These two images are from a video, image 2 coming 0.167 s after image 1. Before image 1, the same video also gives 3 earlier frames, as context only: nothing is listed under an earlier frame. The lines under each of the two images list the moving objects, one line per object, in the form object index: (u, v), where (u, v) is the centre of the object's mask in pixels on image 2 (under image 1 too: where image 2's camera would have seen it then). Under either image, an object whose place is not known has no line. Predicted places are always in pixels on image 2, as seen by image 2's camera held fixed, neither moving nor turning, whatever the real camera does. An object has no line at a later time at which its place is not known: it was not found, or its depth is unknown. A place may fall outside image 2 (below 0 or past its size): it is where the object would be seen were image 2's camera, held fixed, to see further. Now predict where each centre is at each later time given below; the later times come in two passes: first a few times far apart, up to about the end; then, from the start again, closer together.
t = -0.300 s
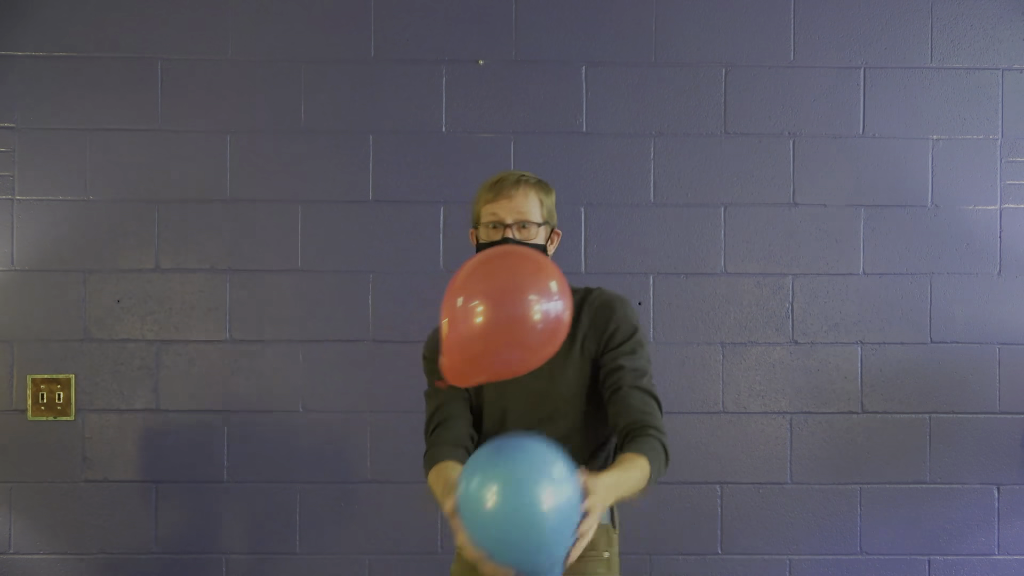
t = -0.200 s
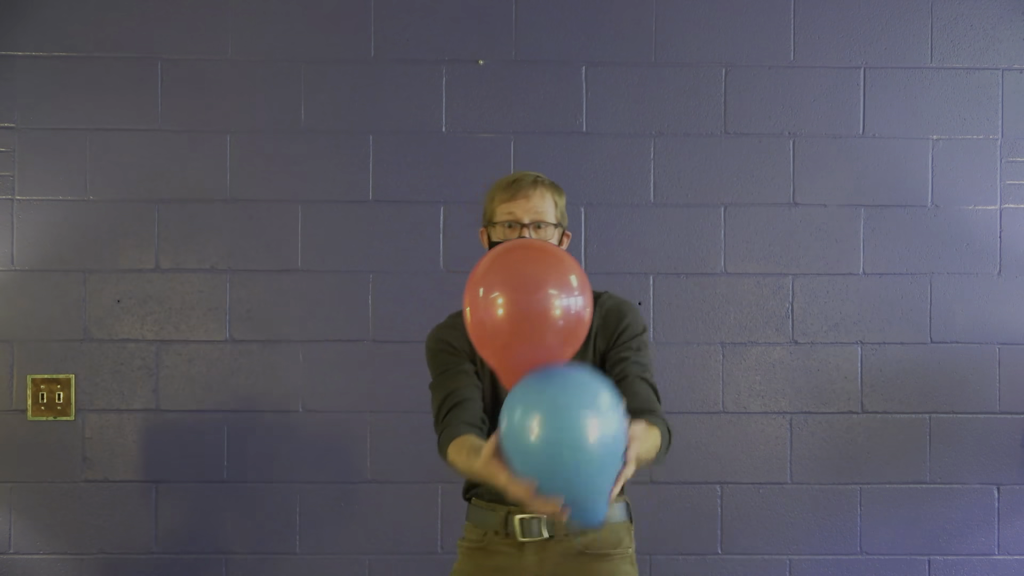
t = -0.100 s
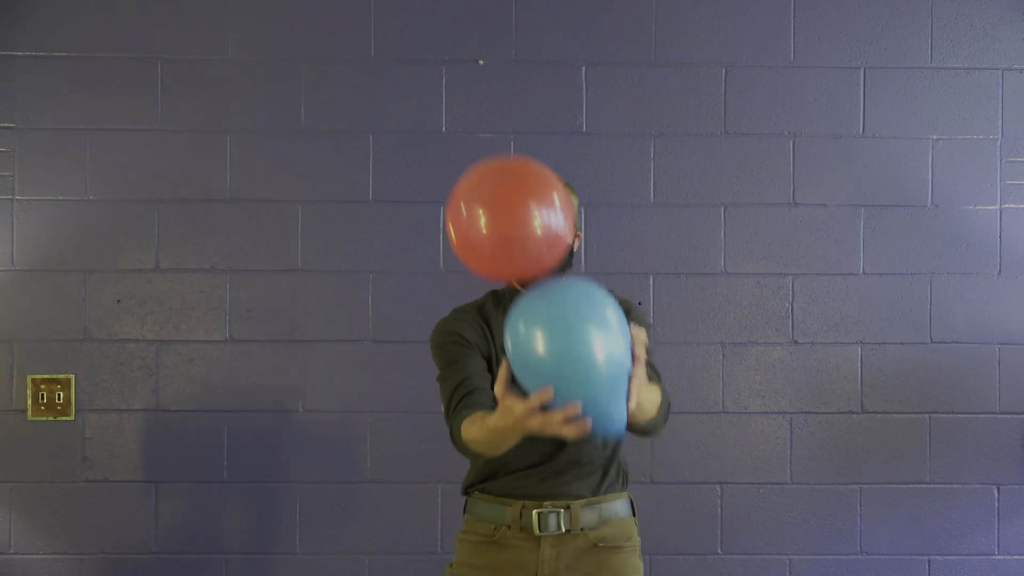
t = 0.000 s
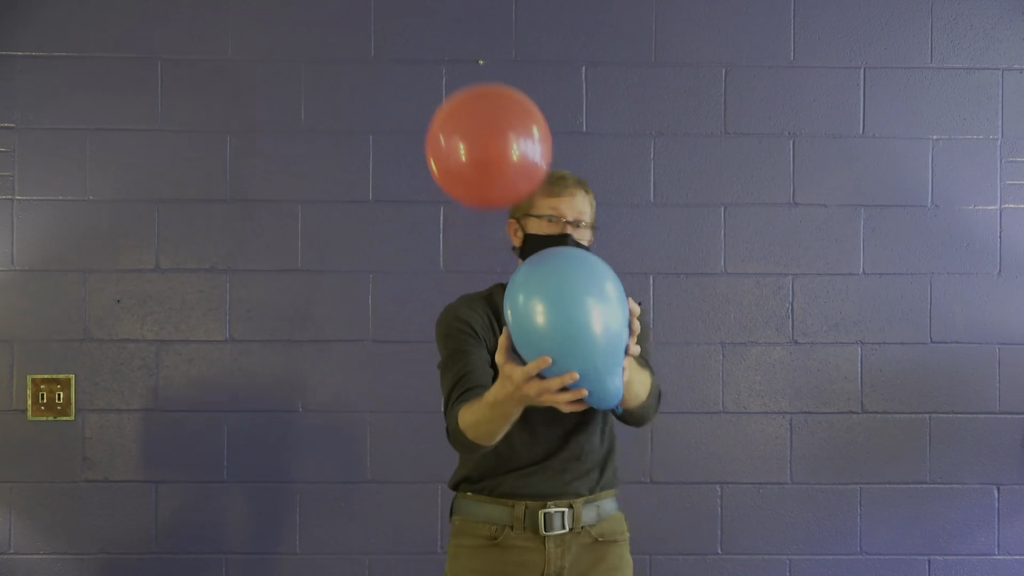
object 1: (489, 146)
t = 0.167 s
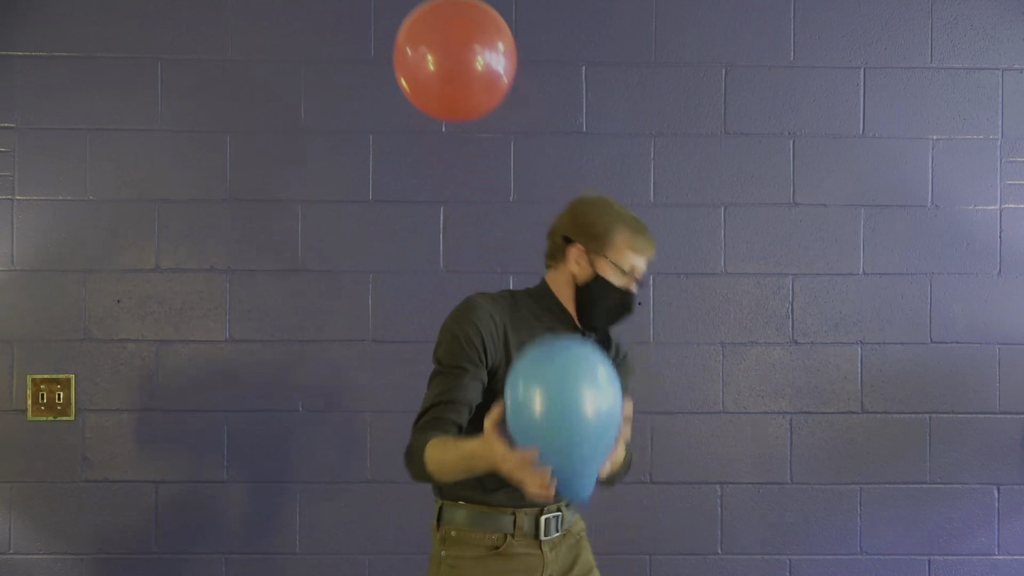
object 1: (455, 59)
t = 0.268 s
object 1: (434, 43)
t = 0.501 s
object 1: (393, 32)
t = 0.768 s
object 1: (358, 34)
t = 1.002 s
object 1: (343, 59)
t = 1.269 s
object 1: (331, 140)
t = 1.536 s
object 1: (321, 253)
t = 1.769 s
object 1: (312, 365)
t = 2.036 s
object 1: (303, 501)
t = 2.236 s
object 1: (297, 559)
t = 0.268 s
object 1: (434, 43)
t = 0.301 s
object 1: (427, 41)
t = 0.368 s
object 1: (416, 39)
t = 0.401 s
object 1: (410, 37)
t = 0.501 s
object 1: (393, 32)
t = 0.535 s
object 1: (388, 31)
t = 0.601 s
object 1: (378, 29)
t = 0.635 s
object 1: (373, 29)
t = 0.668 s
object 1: (368, 29)
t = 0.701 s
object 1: (364, 31)
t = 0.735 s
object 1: (361, 32)
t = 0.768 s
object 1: (358, 34)
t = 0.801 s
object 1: (355, 36)
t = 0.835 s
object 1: (352, 38)
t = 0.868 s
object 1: (350, 42)
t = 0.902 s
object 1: (348, 45)
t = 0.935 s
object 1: (346, 50)
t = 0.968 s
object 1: (345, 54)
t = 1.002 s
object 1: (343, 59)
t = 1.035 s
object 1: (341, 66)
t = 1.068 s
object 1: (340, 75)
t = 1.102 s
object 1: (339, 85)
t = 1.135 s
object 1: (337, 94)
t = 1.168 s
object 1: (335, 105)
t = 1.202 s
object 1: (334, 116)
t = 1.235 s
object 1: (332, 128)
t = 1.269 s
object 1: (331, 140)
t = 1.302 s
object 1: (330, 152)
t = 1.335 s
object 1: (328, 166)
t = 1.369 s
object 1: (327, 179)
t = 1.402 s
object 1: (326, 193)
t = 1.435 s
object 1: (324, 208)
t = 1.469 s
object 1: (323, 222)
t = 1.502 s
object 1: (322, 238)
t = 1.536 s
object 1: (321, 253)
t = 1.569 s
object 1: (320, 269)
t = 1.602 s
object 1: (318, 284)
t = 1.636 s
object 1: (317, 300)
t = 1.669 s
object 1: (316, 316)
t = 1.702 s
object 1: (315, 332)
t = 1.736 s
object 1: (313, 349)
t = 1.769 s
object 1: (312, 365)
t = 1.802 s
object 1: (311, 382)
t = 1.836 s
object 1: (309, 398)
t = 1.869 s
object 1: (308, 415)
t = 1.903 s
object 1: (307, 432)
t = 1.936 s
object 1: (306, 450)
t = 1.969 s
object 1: (305, 467)
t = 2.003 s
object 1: (304, 484)
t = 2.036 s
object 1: (303, 501)
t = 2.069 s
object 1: (301, 518)
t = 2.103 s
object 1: (301, 529)
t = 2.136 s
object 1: (301, 537)
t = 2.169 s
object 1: (300, 546)
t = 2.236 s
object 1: (297, 559)
